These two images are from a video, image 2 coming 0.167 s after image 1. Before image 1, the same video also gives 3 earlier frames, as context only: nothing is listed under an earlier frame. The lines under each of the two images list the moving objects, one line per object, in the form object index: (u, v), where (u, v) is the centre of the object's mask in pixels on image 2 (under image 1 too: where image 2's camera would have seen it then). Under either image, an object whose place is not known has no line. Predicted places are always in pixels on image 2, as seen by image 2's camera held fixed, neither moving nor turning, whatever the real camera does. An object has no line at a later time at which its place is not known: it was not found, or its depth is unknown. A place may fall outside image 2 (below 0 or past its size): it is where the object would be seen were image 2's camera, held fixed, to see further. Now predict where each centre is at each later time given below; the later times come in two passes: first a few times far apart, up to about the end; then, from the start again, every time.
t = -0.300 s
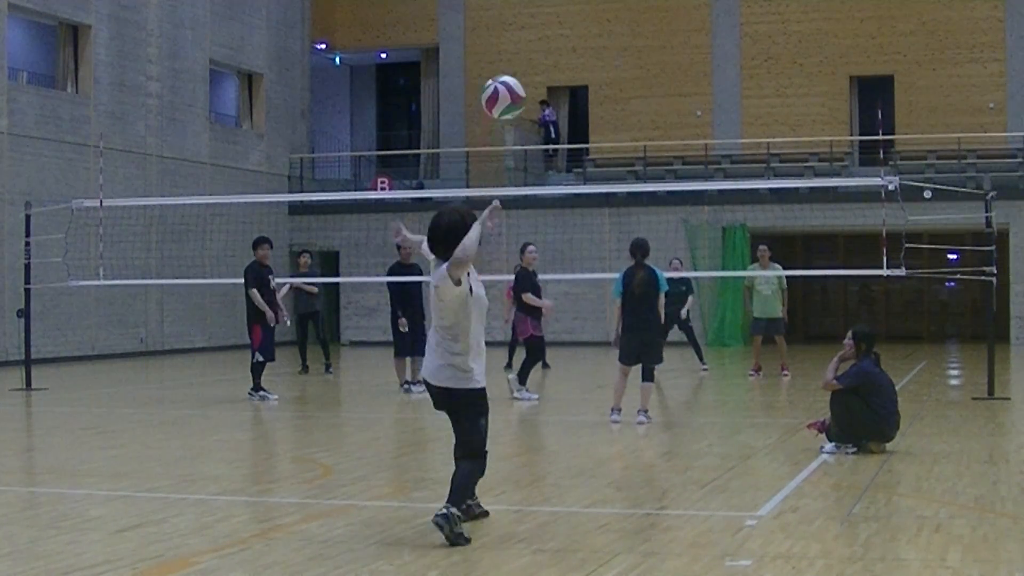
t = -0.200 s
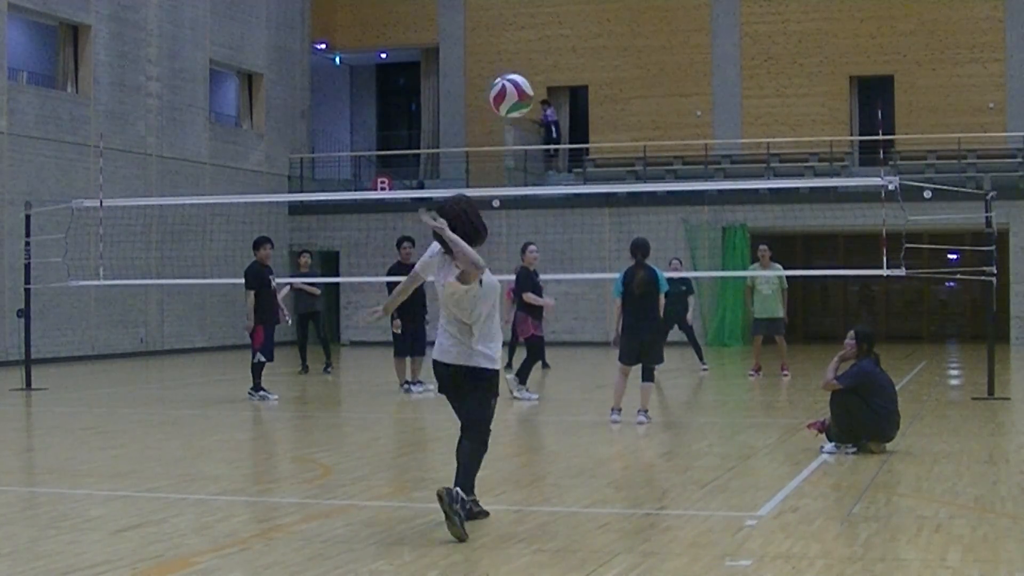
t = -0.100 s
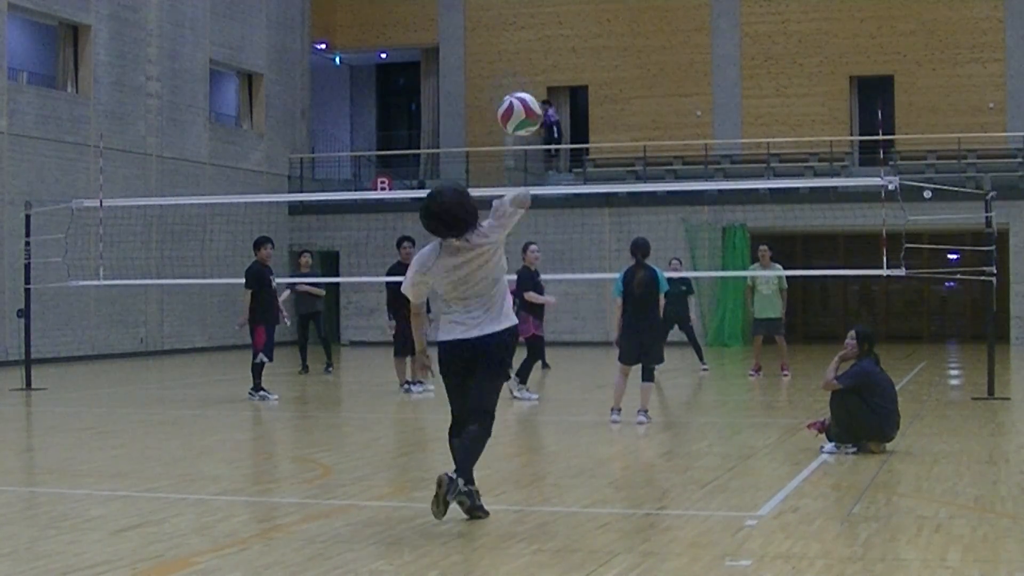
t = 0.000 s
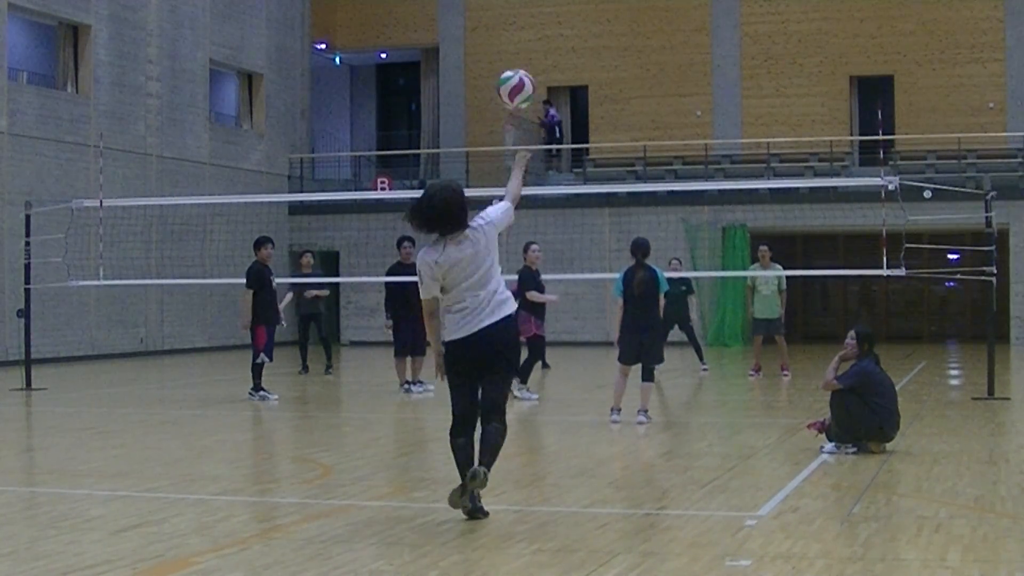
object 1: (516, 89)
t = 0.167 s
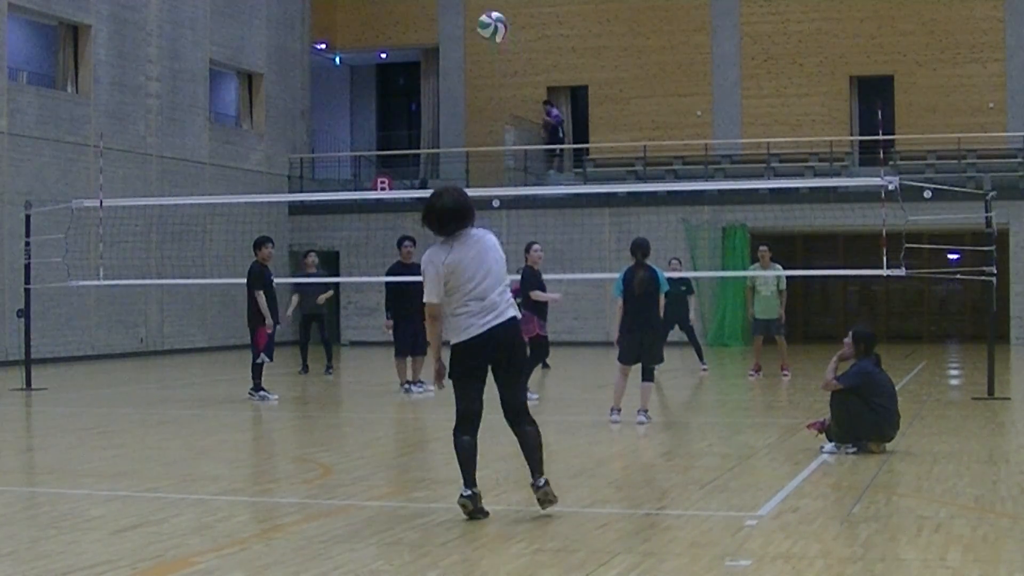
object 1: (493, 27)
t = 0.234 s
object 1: (484, 21)
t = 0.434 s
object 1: (465, 42)
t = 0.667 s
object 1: (452, 110)
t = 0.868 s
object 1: (447, 190)
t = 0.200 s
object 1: (488, 23)
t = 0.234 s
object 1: (484, 21)
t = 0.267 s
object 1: (480, 21)
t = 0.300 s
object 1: (478, 22)
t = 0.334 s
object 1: (473, 25)
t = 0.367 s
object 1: (470, 30)
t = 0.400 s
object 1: (467, 36)
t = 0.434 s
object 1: (465, 42)
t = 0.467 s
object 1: (461, 49)
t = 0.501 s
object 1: (460, 58)
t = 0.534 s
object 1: (458, 67)
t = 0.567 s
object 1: (457, 77)
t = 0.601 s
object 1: (455, 87)
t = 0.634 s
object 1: (453, 98)
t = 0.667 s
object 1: (452, 110)
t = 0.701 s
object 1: (451, 122)
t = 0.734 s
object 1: (450, 135)
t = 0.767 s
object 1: (449, 148)
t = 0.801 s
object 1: (448, 162)
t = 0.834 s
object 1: (447, 177)
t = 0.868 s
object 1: (447, 190)
